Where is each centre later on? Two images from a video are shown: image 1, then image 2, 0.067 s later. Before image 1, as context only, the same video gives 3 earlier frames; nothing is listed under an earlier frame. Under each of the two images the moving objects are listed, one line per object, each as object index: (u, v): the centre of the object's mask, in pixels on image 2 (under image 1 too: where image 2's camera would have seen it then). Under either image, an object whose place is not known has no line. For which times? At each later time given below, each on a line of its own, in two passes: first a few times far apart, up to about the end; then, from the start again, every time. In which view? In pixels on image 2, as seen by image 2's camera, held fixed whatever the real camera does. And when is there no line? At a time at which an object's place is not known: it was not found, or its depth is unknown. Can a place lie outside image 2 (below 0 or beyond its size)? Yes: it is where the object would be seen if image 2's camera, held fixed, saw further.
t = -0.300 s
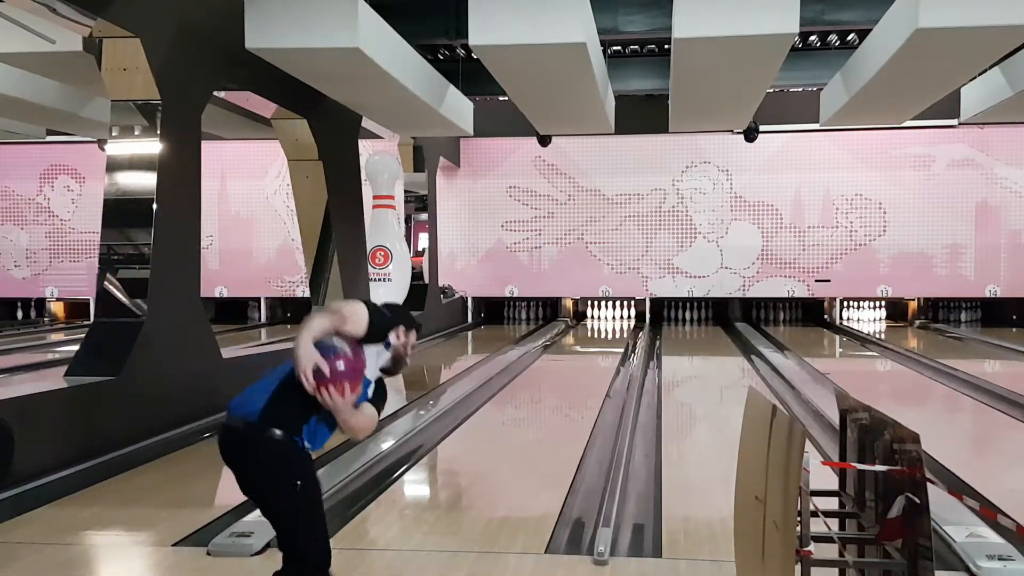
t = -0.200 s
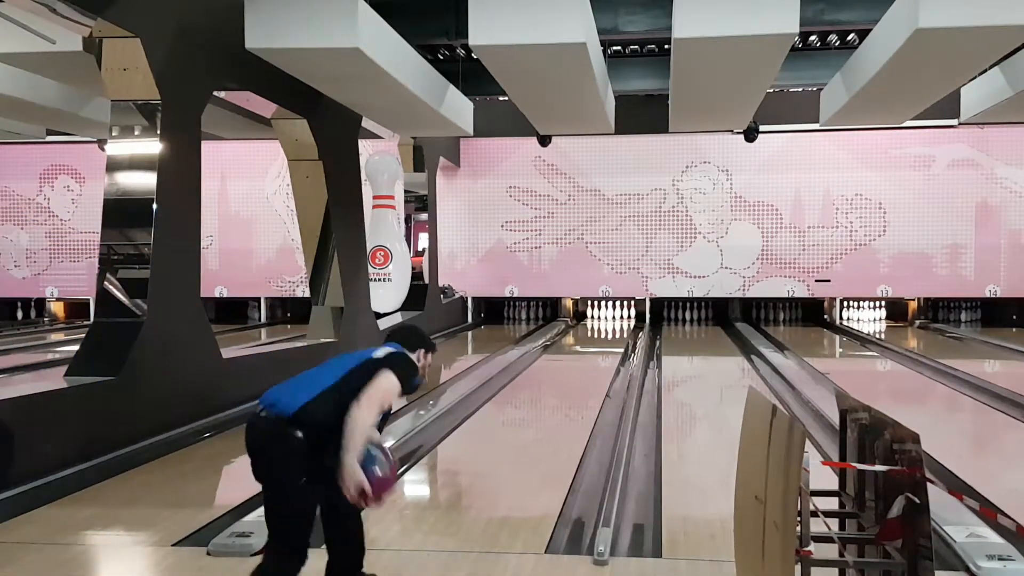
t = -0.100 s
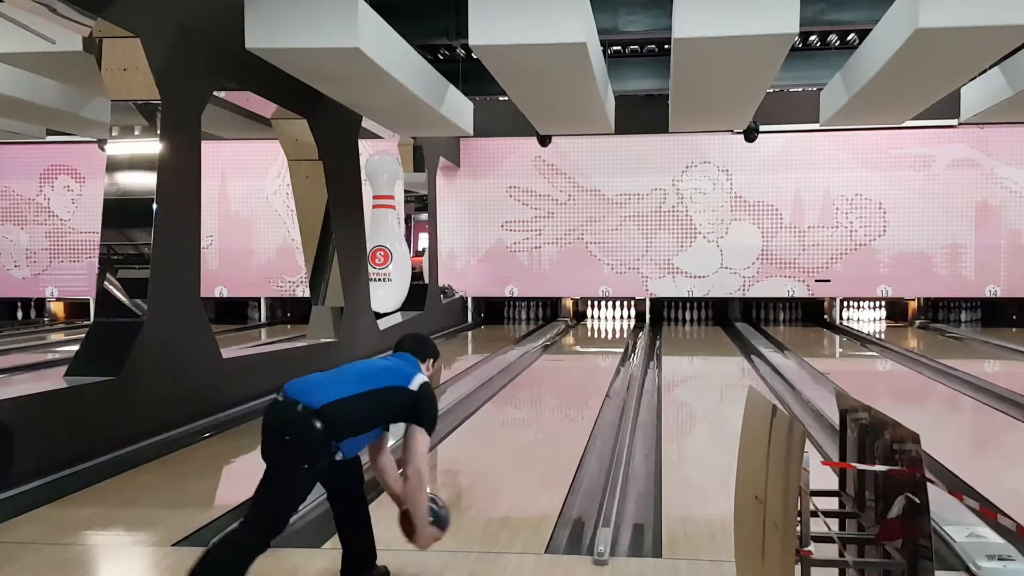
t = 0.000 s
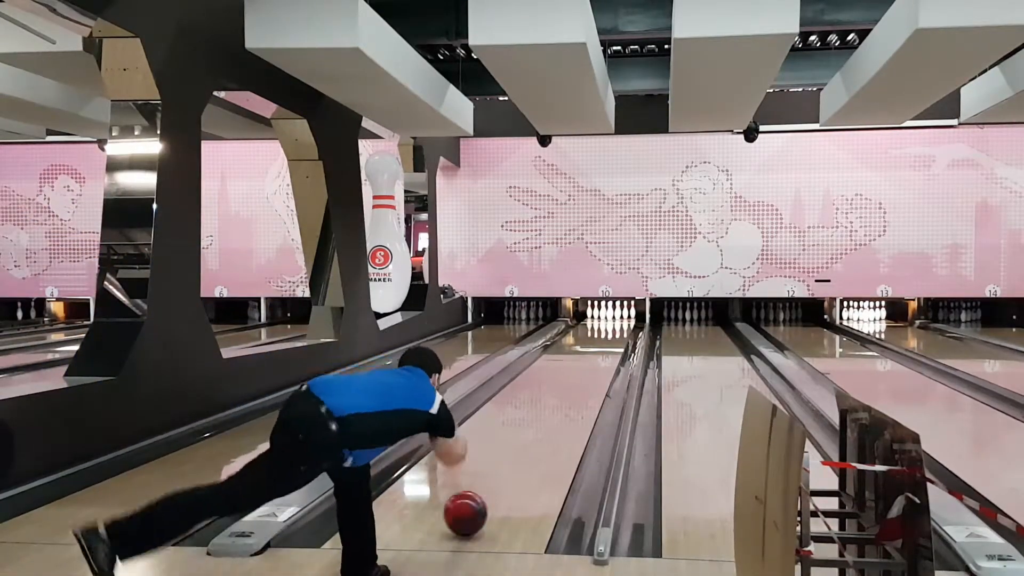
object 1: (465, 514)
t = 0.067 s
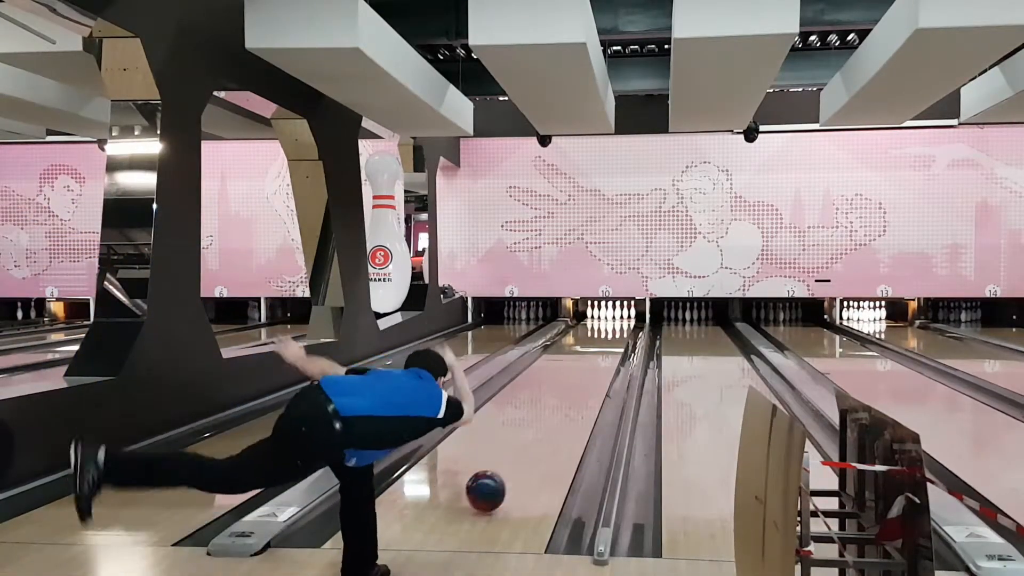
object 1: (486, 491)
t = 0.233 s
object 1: (524, 451)
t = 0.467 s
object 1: (558, 412)
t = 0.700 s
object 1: (581, 386)
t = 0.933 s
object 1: (597, 368)
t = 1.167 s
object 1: (607, 354)
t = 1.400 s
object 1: (615, 344)
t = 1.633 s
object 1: (619, 335)
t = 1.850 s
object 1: (620, 329)
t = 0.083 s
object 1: (490, 487)
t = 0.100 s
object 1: (494, 483)
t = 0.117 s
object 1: (499, 478)
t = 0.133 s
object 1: (503, 474)
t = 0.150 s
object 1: (507, 470)
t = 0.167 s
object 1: (510, 466)
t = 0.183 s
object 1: (514, 462)
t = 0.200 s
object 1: (517, 458)
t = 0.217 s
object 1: (520, 455)
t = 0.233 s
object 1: (524, 451)
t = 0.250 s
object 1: (527, 448)
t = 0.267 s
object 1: (530, 444)
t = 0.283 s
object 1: (532, 441)
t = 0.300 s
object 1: (535, 438)
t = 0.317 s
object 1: (538, 435)
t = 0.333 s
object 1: (540, 432)
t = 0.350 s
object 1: (543, 430)
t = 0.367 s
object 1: (545, 427)
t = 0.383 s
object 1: (548, 424)
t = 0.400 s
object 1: (550, 422)
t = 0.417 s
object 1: (552, 419)
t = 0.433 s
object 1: (554, 417)
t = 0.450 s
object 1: (556, 414)
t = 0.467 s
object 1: (558, 412)
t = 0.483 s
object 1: (560, 410)
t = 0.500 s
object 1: (562, 408)
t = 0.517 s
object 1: (564, 406)
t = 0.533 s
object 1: (566, 404)
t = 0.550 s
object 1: (567, 402)
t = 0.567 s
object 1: (569, 400)
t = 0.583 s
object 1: (571, 398)
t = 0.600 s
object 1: (572, 396)
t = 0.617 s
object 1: (574, 394)
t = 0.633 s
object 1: (575, 393)
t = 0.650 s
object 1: (577, 391)
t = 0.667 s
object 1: (578, 389)
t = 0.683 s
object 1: (579, 388)
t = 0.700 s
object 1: (581, 386)
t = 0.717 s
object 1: (582, 385)
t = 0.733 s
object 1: (583, 383)
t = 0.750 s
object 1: (585, 382)
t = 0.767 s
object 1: (586, 380)
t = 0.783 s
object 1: (587, 379)
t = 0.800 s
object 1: (588, 377)
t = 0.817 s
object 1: (590, 376)
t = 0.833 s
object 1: (591, 375)
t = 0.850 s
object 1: (592, 374)
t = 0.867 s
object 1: (593, 372)
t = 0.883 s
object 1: (594, 371)
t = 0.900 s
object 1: (595, 370)
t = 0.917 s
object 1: (596, 369)
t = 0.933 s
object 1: (597, 368)
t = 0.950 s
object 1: (597, 367)
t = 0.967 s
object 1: (598, 366)
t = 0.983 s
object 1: (599, 365)
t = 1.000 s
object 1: (600, 364)
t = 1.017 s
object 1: (601, 363)
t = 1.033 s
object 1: (602, 362)
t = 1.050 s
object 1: (603, 361)
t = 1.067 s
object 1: (603, 360)
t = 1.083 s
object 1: (604, 359)
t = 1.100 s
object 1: (605, 358)
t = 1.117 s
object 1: (605, 357)
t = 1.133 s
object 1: (606, 356)
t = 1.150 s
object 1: (607, 355)
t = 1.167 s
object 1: (607, 354)
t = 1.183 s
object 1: (608, 354)
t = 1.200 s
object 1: (609, 353)
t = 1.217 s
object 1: (609, 352)
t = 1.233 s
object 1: (610, 352)
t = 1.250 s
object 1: (610, 350)
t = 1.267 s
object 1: (611, 349)
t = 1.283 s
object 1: (611, 349)
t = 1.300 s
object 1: (612, 348)
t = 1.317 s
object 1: (612, 348)
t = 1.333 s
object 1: (613, 347)
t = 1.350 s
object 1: (613, 346)
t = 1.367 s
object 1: (614, 345)
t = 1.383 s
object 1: (614, 345)
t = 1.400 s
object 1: (615, 344)
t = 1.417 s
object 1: (615, 343)
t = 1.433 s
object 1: (615, 342)
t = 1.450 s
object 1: (616, 342)
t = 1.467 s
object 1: (616, 341)
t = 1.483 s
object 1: (617, 340)
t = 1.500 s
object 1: (617, 340)
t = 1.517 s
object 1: (617, 339)
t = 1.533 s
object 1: (617, 338)
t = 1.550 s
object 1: (617, 338)
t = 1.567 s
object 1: (618, 337)
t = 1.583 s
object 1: (618, 337)
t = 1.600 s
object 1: (618, 337)
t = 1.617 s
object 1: (619, 336)
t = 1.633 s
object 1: (619, 335)
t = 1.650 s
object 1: (619, 334)
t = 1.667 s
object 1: (619, 334)
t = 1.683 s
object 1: (619, 333)
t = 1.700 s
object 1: (619, 333)
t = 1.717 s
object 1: (620, 332)
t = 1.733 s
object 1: (620, 332)
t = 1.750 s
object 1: (620, 331)
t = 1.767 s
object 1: (620, 331)
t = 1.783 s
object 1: (620, 330)
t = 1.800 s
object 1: (620, 330)
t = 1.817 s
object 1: (620, 329)
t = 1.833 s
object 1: (621, 329)
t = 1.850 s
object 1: (620, 329)
